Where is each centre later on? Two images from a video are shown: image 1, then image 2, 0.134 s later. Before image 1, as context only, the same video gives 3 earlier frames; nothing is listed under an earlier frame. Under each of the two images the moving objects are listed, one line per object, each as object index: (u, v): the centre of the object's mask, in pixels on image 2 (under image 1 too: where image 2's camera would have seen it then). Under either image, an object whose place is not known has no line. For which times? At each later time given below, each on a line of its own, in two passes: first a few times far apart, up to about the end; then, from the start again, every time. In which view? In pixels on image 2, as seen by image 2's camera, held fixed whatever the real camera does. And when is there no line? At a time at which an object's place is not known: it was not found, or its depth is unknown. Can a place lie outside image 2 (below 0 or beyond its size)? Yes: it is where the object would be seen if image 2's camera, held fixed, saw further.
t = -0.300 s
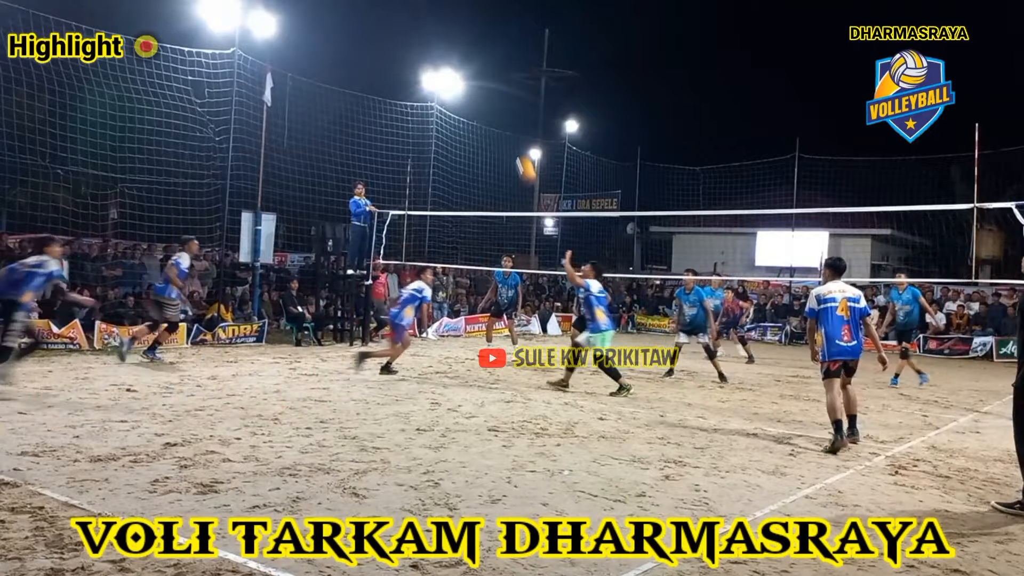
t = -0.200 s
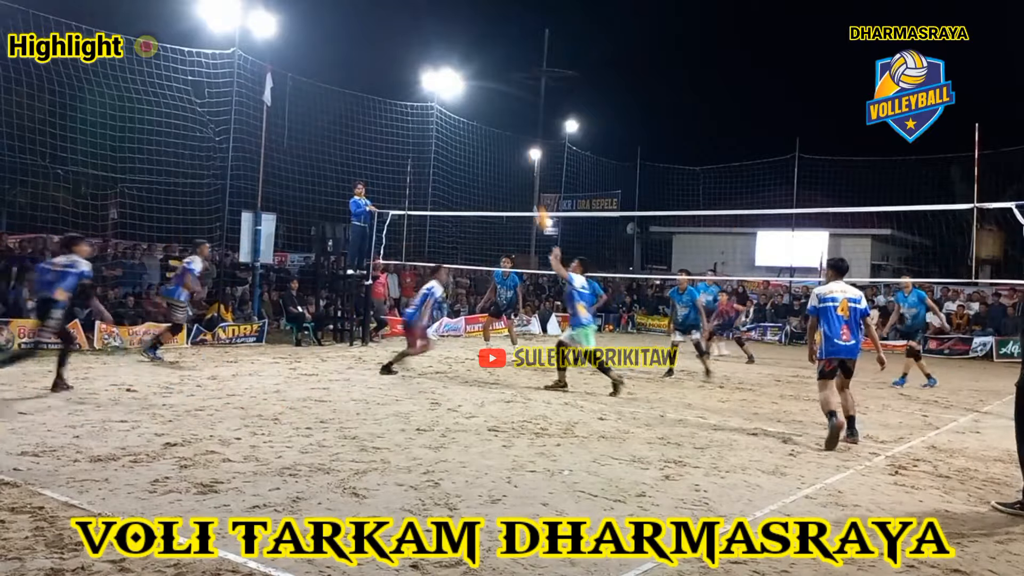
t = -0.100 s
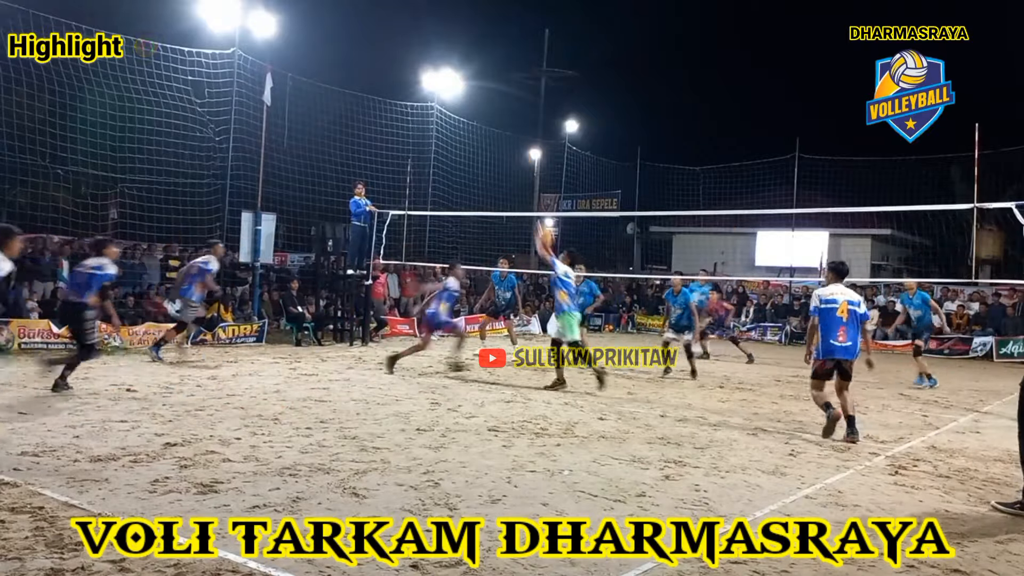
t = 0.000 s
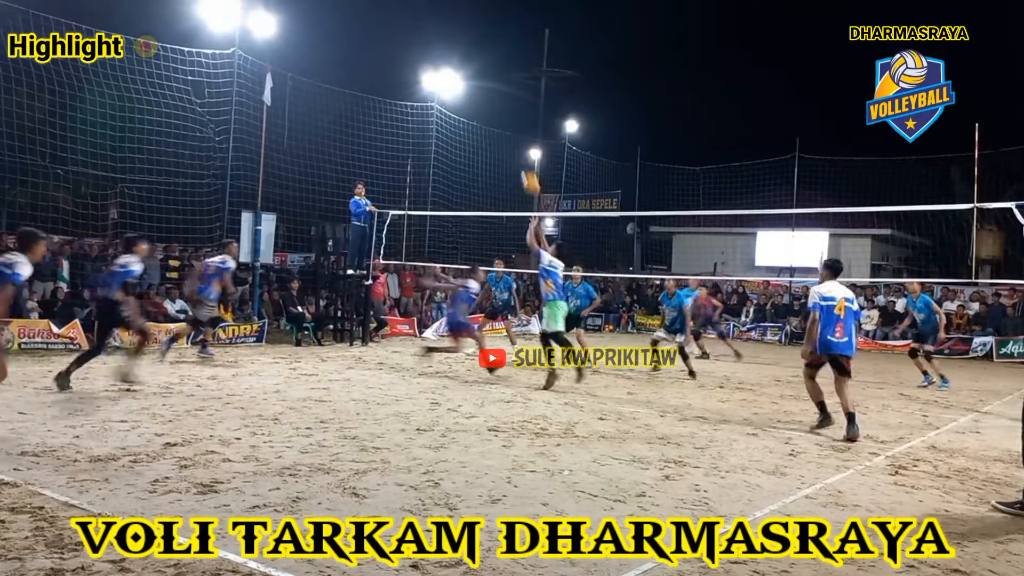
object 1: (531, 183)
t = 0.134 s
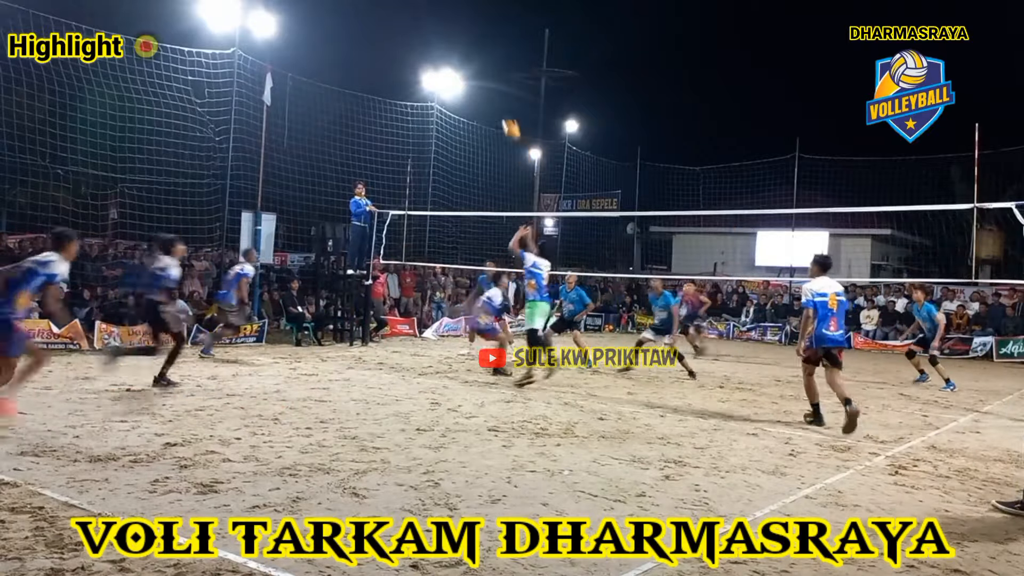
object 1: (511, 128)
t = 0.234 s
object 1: (498, 100)
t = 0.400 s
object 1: (478, 70)
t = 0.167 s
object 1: (507, 118)
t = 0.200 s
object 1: (502, 108)
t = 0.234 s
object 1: (498, 100)
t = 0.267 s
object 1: (494, 92)
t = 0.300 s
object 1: (490, 86)
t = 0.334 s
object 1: (486, 80)
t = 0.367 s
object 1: (482, 75)
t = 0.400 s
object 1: (478, 70)
